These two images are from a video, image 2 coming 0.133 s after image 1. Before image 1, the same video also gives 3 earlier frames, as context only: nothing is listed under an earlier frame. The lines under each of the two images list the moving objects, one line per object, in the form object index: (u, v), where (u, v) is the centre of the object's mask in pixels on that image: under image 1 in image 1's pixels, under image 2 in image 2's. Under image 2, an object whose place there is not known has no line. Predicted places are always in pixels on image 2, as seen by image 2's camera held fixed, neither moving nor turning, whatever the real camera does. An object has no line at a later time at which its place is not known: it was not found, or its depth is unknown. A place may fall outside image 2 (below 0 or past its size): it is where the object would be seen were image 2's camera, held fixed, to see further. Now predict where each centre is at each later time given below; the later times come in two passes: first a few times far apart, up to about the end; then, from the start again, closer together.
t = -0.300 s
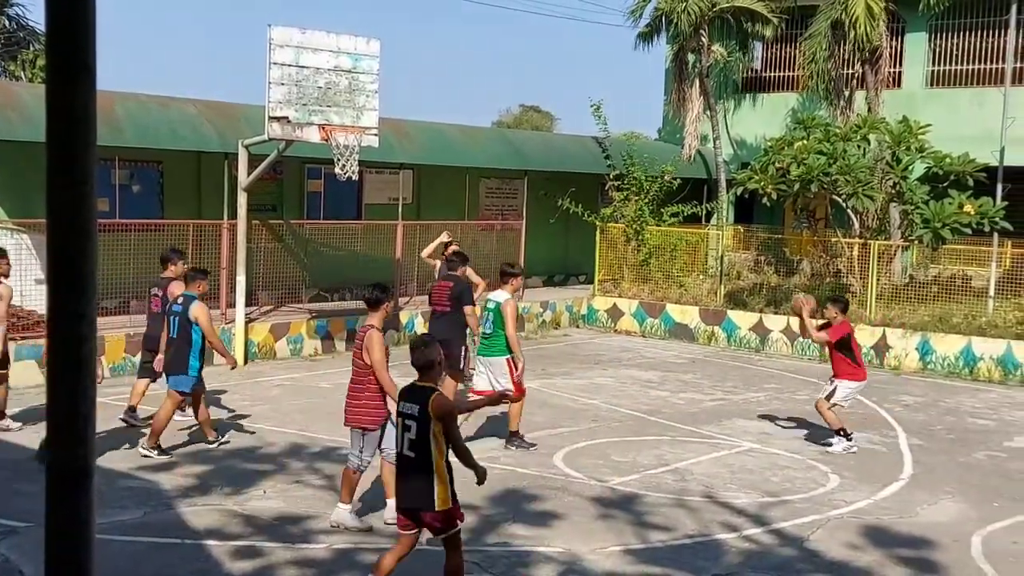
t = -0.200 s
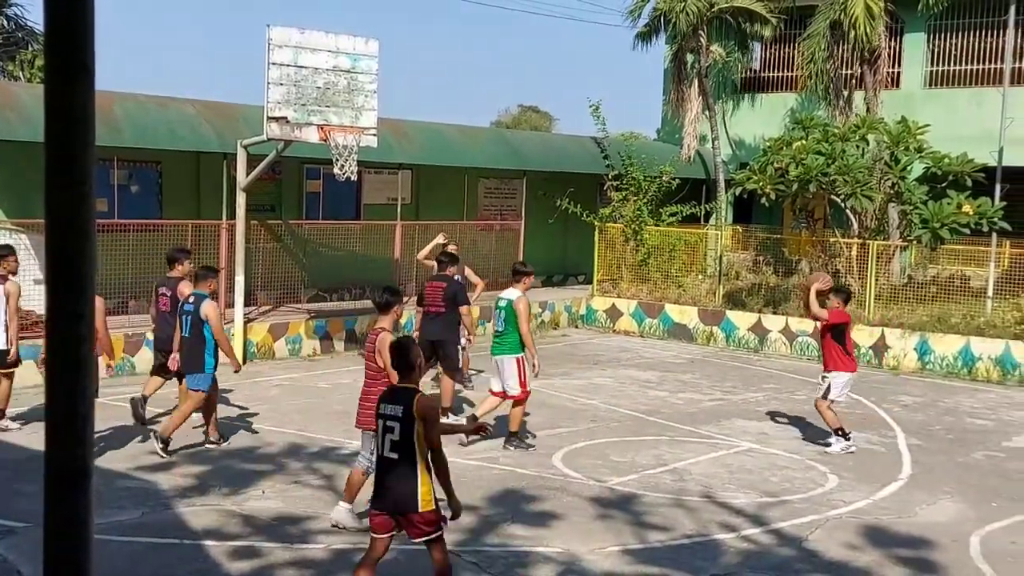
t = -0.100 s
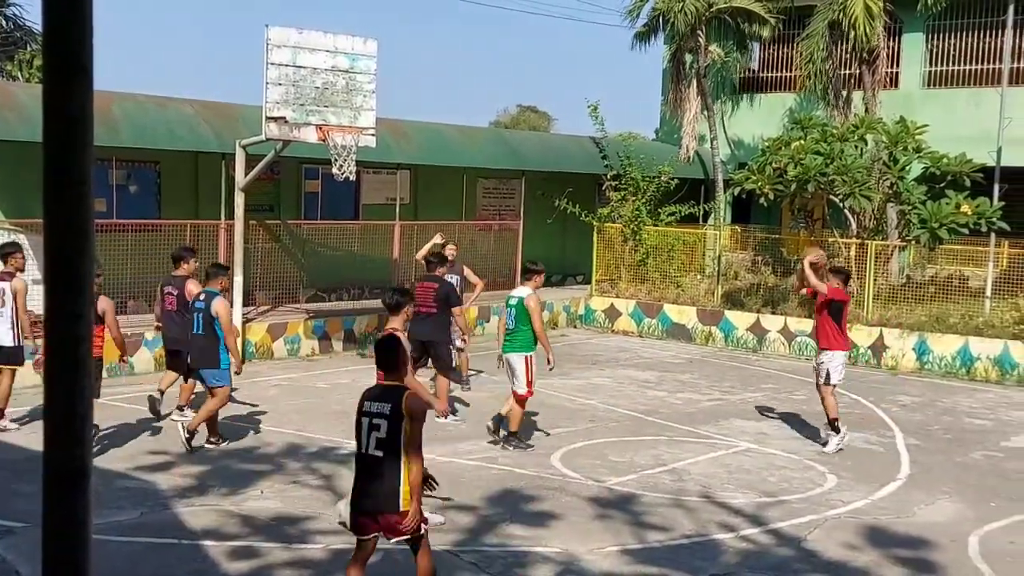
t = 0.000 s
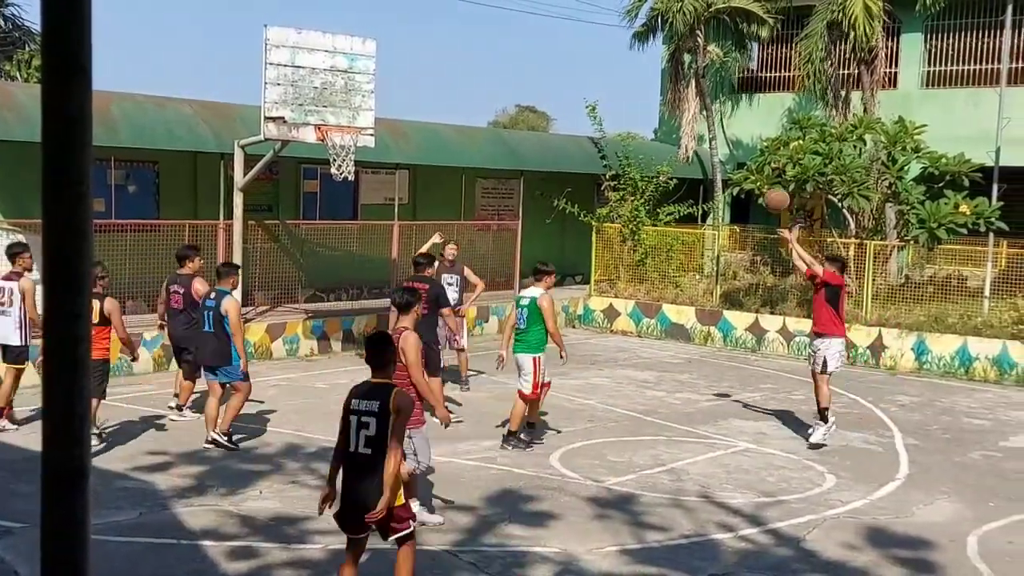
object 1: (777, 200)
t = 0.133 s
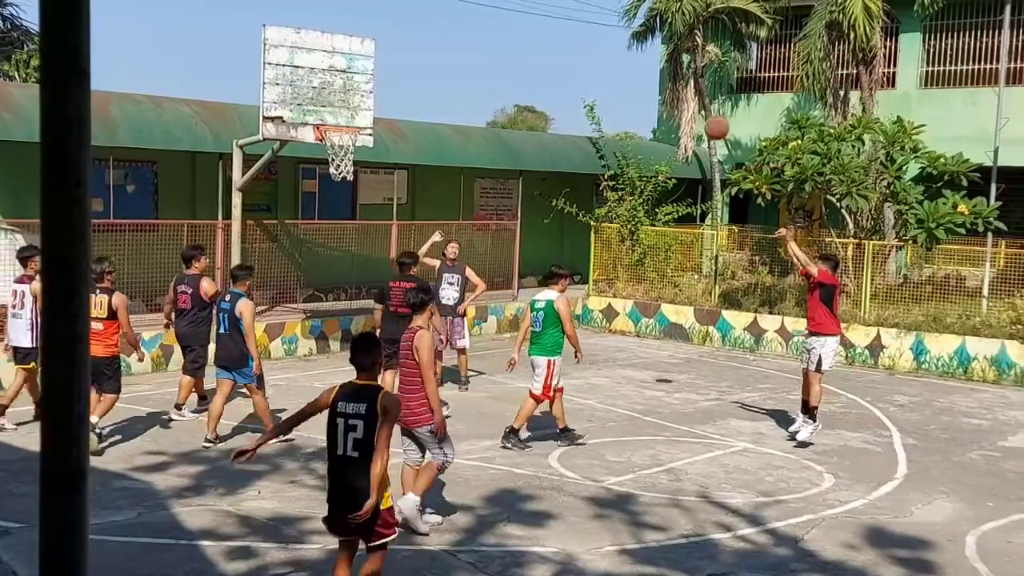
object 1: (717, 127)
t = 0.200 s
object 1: (688, 98)
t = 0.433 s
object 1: (590, 34)
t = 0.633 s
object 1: (509, 23)
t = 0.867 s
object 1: (418, 56)
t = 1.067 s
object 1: (344, 121)
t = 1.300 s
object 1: (328, 173)
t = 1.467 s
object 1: (332, 215)
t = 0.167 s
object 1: (702, 112)
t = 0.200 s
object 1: (688, 98)
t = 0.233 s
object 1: (674, 85)
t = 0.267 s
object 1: (660, 74)
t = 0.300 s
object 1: (646, 63)
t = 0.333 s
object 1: (632, 54)
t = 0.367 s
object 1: (618, 47)
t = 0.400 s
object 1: (604, 39)
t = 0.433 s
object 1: (590, 34)
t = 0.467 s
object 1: (576, 29)
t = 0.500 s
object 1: (563, 26)
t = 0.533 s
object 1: (549, 24)
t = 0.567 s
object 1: (536, 22)
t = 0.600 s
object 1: (523, 22)
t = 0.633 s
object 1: (509, 23)
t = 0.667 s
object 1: (496, 24)
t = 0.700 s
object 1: (482, 26)
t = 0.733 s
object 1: (469, 30)
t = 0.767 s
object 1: (456, 36)
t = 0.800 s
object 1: (444, 41)
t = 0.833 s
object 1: (431, 48)
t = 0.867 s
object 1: (418, 56)
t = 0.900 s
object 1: (406, 64)
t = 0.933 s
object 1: (393, 74)
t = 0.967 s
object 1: (381, 85)
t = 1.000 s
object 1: (369, 96)
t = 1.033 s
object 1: (356, 109)
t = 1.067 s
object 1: (344, 121)
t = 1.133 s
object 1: (320, 145)
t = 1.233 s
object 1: (327, 168)
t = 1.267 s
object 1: (329, 169)
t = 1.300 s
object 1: (328, 173)
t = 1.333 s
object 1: (328, 179)
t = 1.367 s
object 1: (329, 187)
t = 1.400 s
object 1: (330, 195)
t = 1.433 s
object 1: (331, 204)
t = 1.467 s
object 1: (332, 215)
